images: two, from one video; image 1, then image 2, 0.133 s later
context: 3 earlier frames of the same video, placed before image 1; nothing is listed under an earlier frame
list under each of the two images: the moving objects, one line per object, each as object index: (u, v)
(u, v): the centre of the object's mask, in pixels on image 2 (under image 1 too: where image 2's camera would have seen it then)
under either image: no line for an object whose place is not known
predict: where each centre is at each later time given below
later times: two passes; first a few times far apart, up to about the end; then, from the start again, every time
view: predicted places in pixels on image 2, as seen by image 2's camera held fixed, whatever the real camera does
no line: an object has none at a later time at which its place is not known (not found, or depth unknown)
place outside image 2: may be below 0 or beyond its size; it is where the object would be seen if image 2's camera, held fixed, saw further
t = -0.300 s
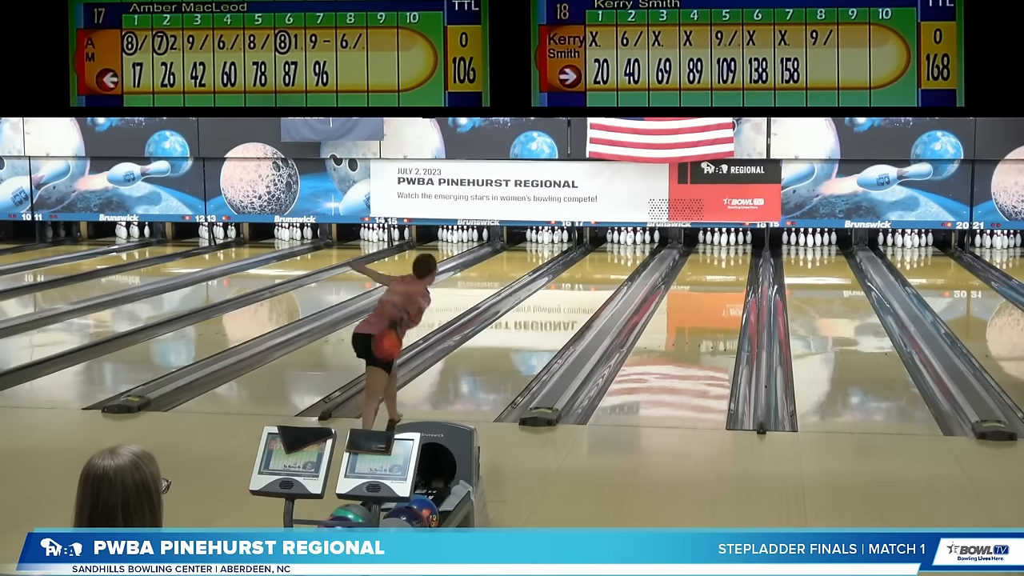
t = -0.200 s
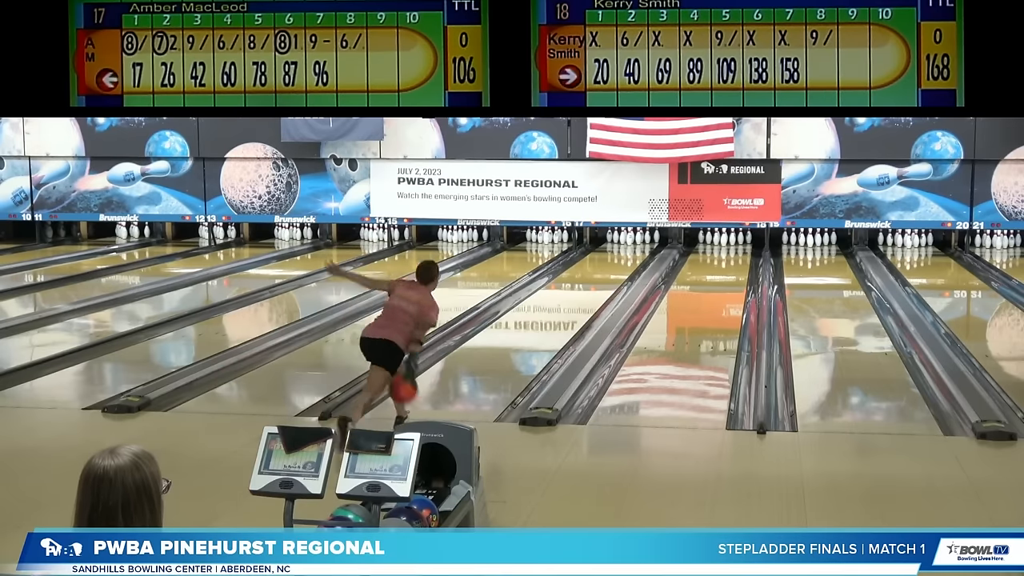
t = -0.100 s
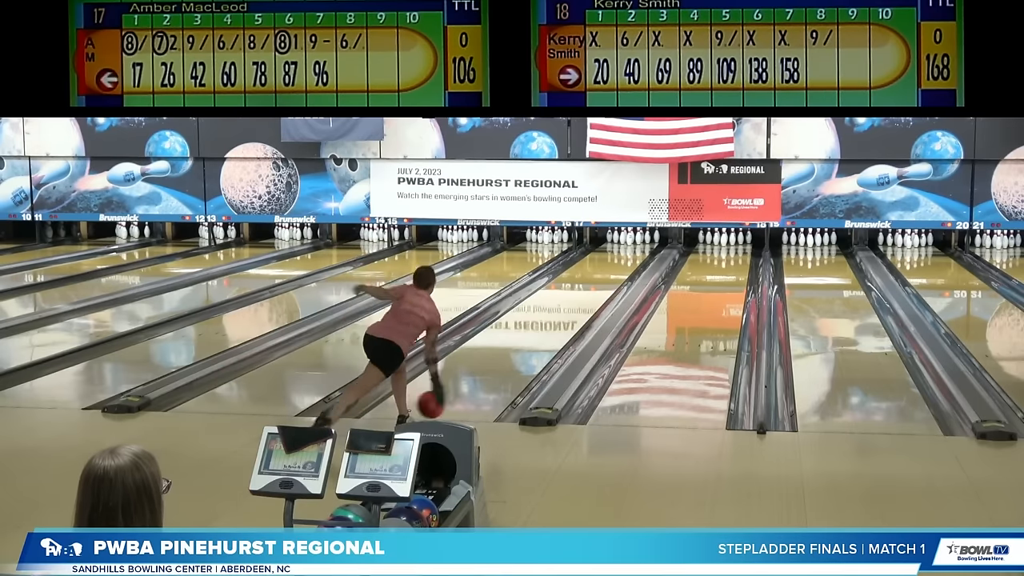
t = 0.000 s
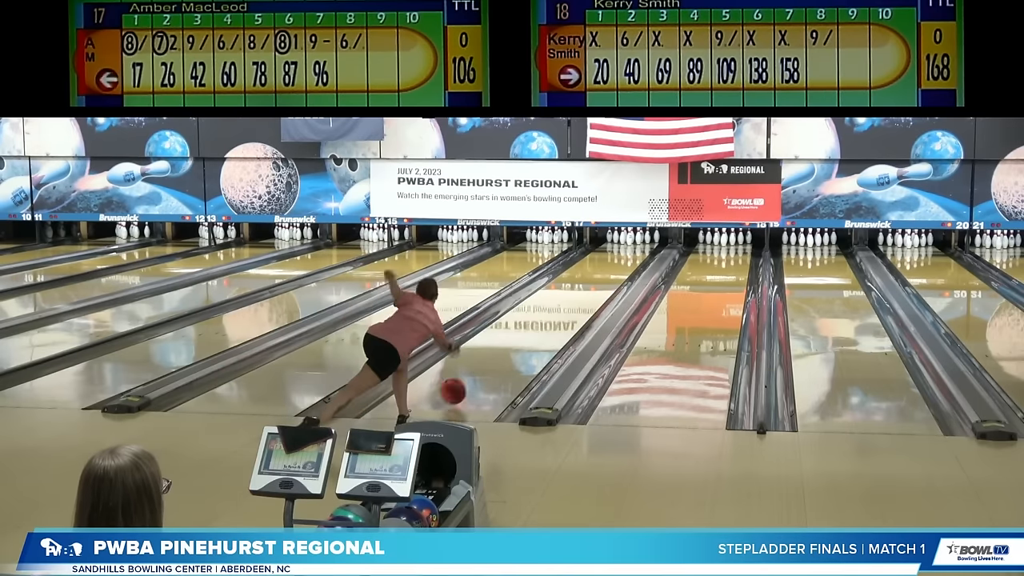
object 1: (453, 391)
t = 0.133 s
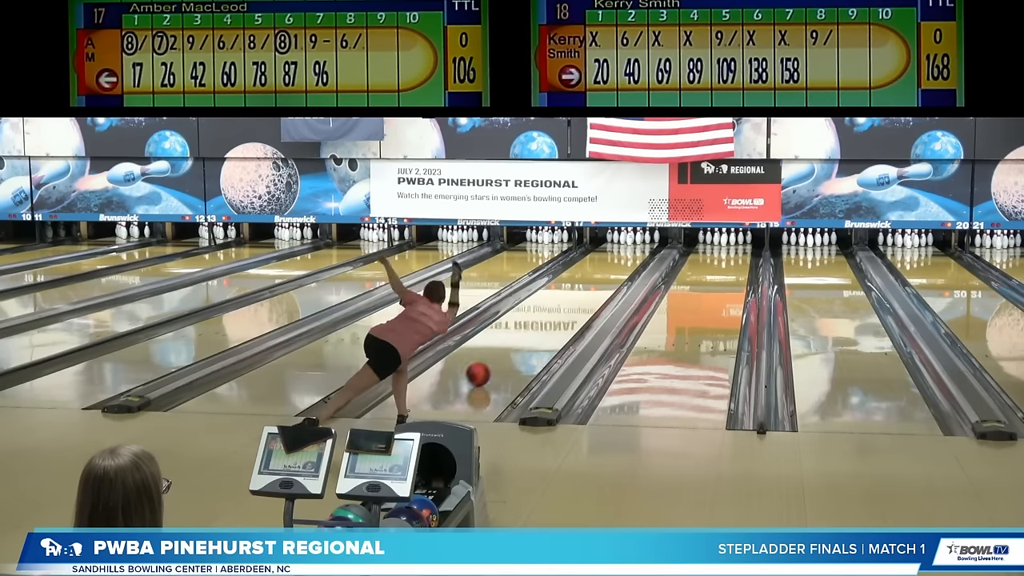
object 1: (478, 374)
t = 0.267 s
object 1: (499, 357)
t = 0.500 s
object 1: (530, 333)
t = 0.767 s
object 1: (558, 311)
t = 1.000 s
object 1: (578, 296)
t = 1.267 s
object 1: (596, 281)
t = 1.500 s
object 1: (609, 270)
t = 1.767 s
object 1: (621, 260)
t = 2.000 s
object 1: (628, 252)
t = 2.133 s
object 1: (631, 248)
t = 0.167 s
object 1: (484, 369)
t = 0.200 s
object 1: (489, 365)
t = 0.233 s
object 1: (494, 361)
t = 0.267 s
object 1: (499, 357)
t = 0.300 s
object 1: (504, 354)
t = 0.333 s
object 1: (509, 350)
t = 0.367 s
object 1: (514, 346)
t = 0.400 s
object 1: (518, 343)
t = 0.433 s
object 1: (522, 340)
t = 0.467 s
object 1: (526, 336)
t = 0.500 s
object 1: (530, 333)
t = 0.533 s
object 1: (534, 330)
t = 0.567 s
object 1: (538, 327)
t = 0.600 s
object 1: (541, 324)
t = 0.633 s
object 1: (545, 322)
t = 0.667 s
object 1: (548, 319)
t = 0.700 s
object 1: (552, 316)
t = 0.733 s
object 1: (555, 314)
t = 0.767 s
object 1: (558, 311)
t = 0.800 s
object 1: (561, 309)
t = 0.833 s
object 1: (564, 307)
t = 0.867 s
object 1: (567, 304)
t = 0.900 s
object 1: (570, 302)
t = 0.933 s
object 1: (572, 300)
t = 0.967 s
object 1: (575, 298)
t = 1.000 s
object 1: (578, 296)
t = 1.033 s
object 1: (580, 293)
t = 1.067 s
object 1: (583, 291)
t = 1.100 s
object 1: (585, 289)
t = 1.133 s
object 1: (587, 288)
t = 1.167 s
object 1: (589, 286)
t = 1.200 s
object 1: (591, 284)
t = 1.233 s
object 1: (594, 283)
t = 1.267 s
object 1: (596, 281)
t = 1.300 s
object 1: (598, 279)
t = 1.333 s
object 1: (600, 278)
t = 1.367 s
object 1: (602, 276)
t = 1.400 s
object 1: (604, 275)
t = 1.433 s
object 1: (606, 273)
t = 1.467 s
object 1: (607, 271)
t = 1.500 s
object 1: (609, 270)
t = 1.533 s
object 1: (611, 269)
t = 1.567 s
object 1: (613, 267)
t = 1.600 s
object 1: (614, 265)
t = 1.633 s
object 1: (616, 264)
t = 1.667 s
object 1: (617, 263)
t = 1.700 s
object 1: (620, 262)
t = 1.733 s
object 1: (620, 261)
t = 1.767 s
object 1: (621, 260)
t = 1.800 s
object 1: (622, 258)
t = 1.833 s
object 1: (623, 257)
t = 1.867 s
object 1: (625, 256)
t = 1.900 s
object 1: (625, 255)
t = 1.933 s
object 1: (626, 254)
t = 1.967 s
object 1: (628, 252)
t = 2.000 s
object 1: (628, 252)
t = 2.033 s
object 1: (629, 251)
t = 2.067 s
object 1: (629, 250)
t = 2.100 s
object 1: (630, 249)
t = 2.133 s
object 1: (631, 248)
